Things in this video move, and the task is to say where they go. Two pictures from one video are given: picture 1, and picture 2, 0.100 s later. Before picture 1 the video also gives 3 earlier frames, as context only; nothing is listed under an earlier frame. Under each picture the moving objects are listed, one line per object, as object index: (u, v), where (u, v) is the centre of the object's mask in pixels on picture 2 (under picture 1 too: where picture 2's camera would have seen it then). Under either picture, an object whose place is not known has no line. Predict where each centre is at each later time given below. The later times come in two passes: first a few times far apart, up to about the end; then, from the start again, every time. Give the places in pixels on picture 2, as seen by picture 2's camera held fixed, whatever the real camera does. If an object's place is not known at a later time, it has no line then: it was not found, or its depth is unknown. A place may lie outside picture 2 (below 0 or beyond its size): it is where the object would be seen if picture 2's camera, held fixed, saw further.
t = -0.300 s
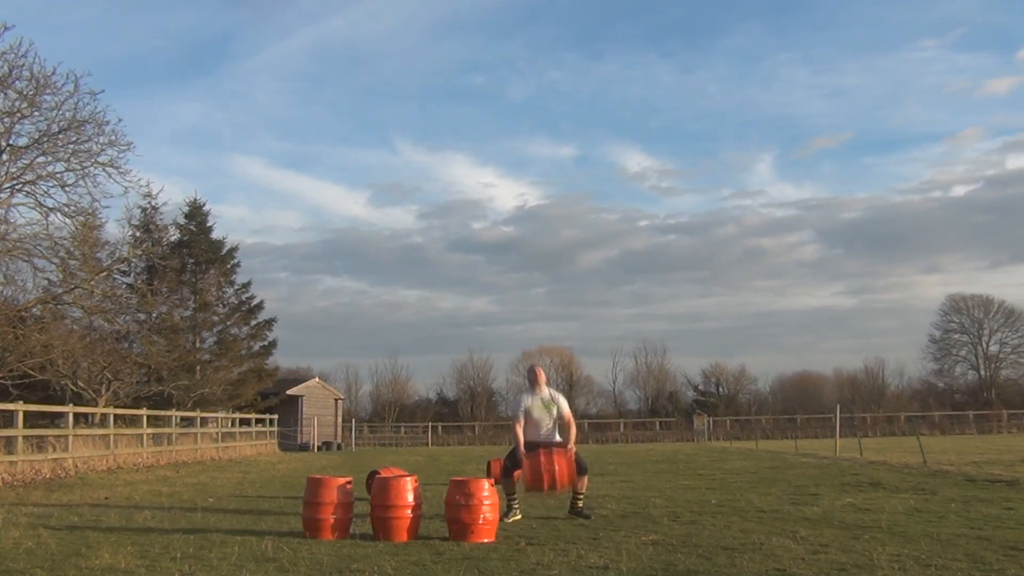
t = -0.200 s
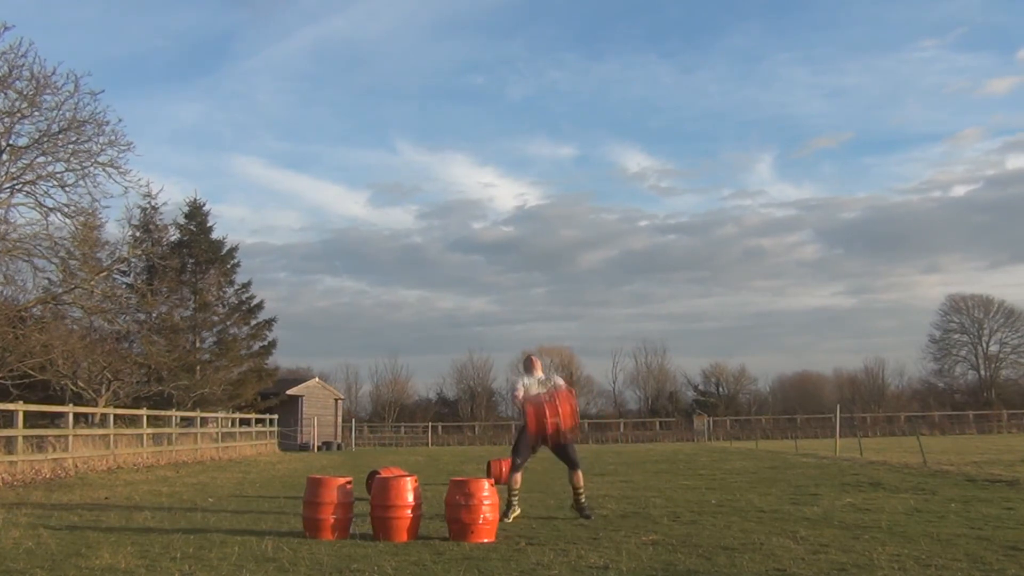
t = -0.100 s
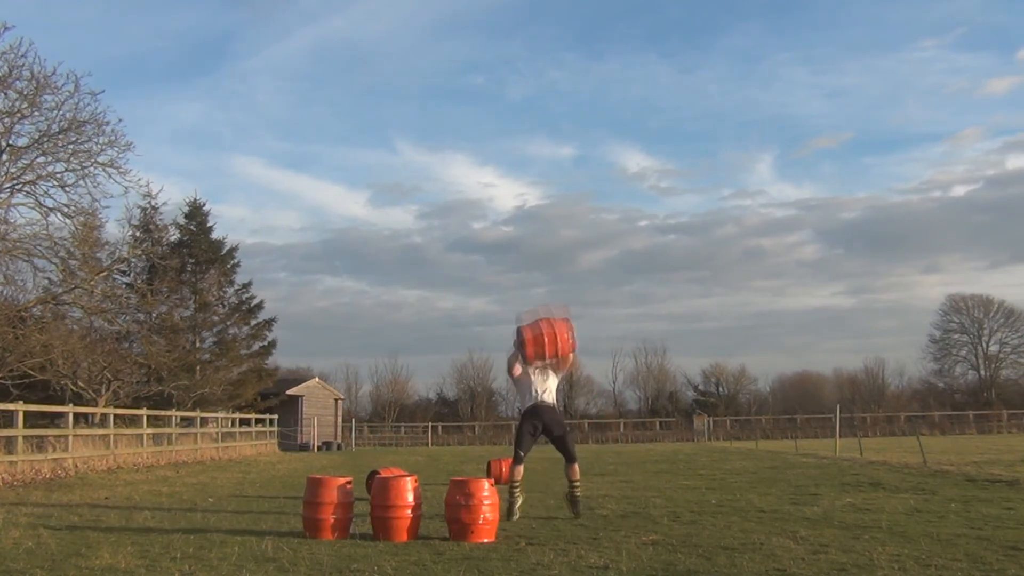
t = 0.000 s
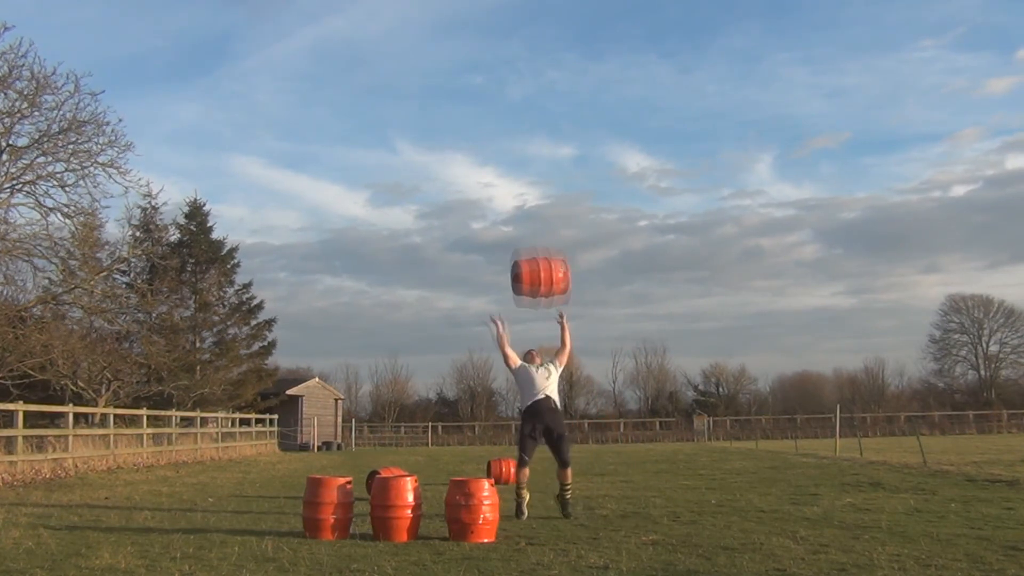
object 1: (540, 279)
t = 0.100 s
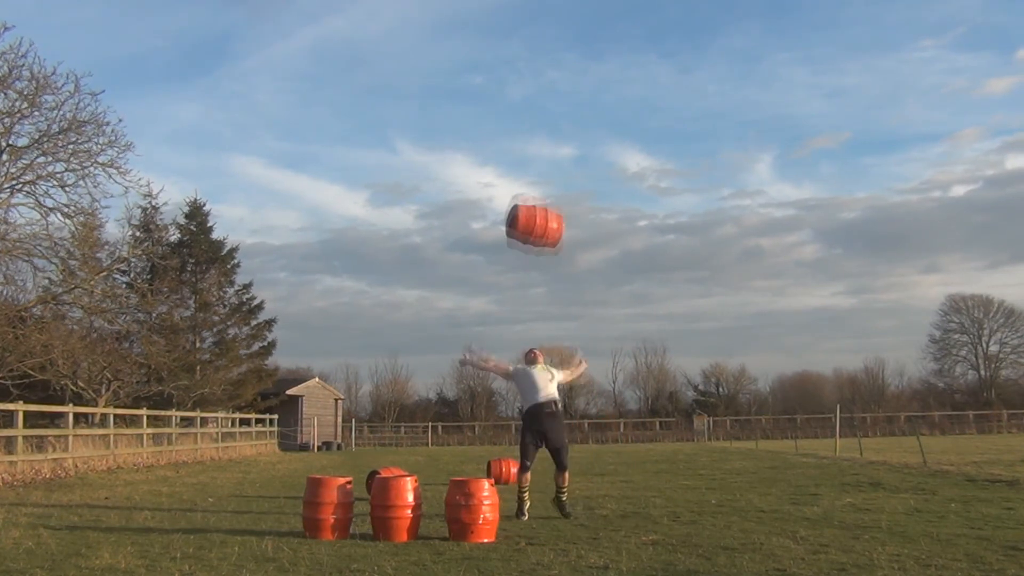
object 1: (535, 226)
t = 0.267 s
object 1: (526, 160)
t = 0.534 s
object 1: (517, 117)
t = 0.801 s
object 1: (508, 146)
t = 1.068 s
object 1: (501, 227)
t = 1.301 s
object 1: (495, 340)
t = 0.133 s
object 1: (533, 212)
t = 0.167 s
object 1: (531, 196)
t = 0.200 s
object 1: (530, 183)
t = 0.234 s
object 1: (529, 172)
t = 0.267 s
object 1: (526, 160)
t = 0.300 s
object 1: (525, 150)
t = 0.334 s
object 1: (524, 142)
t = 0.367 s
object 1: (523, 134)
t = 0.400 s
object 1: (522, 129)
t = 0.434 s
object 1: (520, 124)
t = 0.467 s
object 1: (519, 120)
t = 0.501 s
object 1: (518, 118)
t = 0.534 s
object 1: (517, 117)
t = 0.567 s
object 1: (515, 118)
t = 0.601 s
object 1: (514, 119)
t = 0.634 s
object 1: (513, 121)
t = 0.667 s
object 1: (512, 124)
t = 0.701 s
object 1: (511, 129)
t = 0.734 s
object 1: (510, 134)
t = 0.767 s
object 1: (509, 140)
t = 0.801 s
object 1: (508, 146)
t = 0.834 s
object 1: (508, 153)
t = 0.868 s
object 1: (506, 162)
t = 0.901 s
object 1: (505, 170)
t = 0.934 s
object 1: (505, 179)
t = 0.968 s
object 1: (504, 191)
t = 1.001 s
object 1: (502, 201)
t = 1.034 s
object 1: (502, 212)
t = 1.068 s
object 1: (501, 227)
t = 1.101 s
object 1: (500, 239)
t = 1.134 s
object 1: (499, 252)
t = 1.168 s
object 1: (498, 271)
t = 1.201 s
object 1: (498, 285)
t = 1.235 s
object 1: (497, 302)
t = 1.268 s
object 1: (496, 323)
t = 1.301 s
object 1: (495, 340)
